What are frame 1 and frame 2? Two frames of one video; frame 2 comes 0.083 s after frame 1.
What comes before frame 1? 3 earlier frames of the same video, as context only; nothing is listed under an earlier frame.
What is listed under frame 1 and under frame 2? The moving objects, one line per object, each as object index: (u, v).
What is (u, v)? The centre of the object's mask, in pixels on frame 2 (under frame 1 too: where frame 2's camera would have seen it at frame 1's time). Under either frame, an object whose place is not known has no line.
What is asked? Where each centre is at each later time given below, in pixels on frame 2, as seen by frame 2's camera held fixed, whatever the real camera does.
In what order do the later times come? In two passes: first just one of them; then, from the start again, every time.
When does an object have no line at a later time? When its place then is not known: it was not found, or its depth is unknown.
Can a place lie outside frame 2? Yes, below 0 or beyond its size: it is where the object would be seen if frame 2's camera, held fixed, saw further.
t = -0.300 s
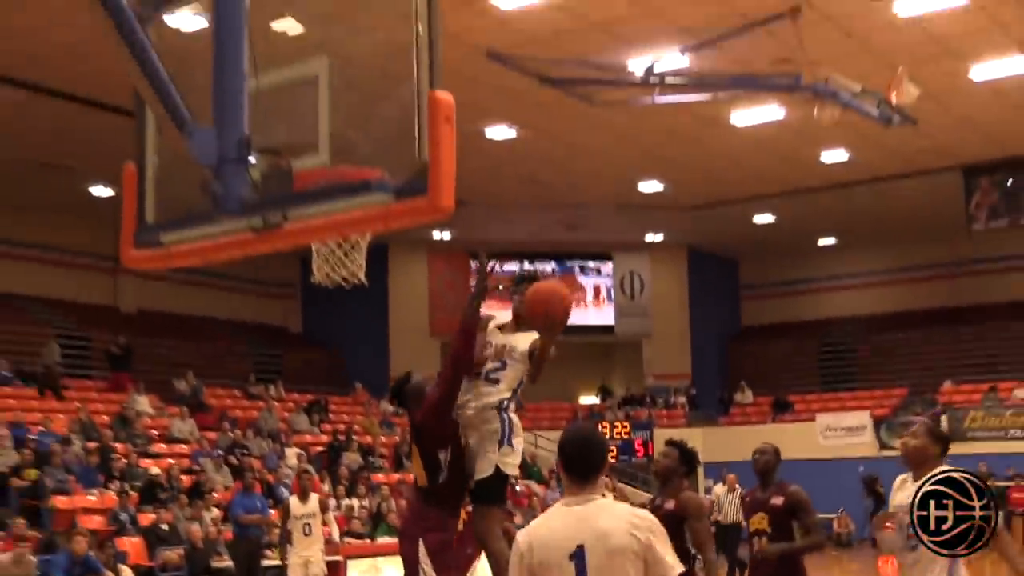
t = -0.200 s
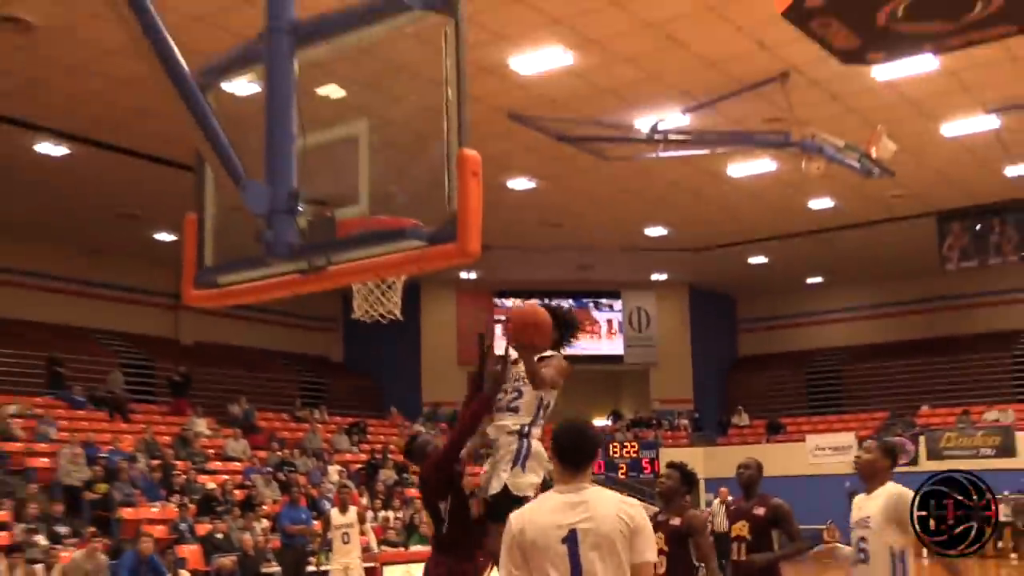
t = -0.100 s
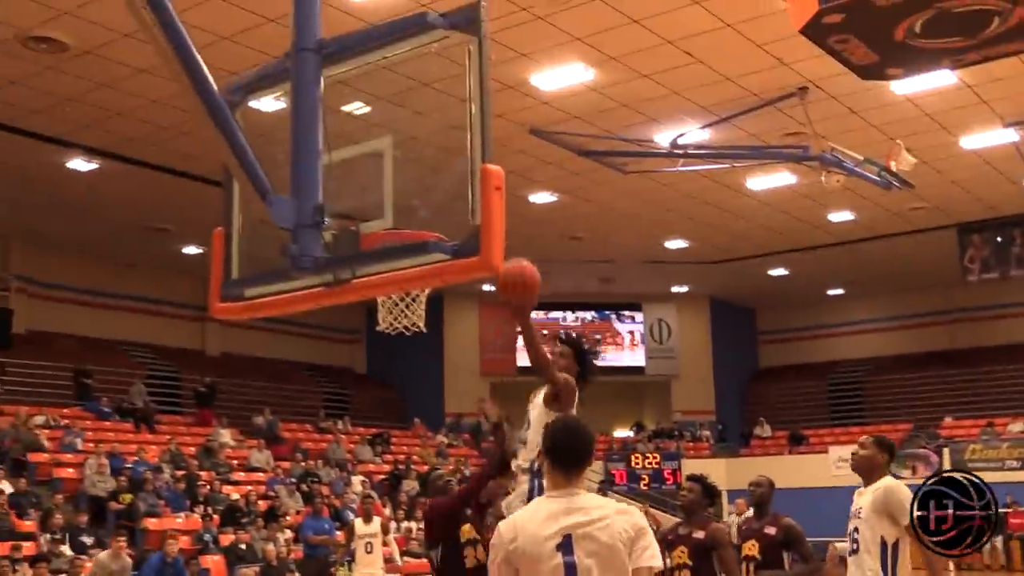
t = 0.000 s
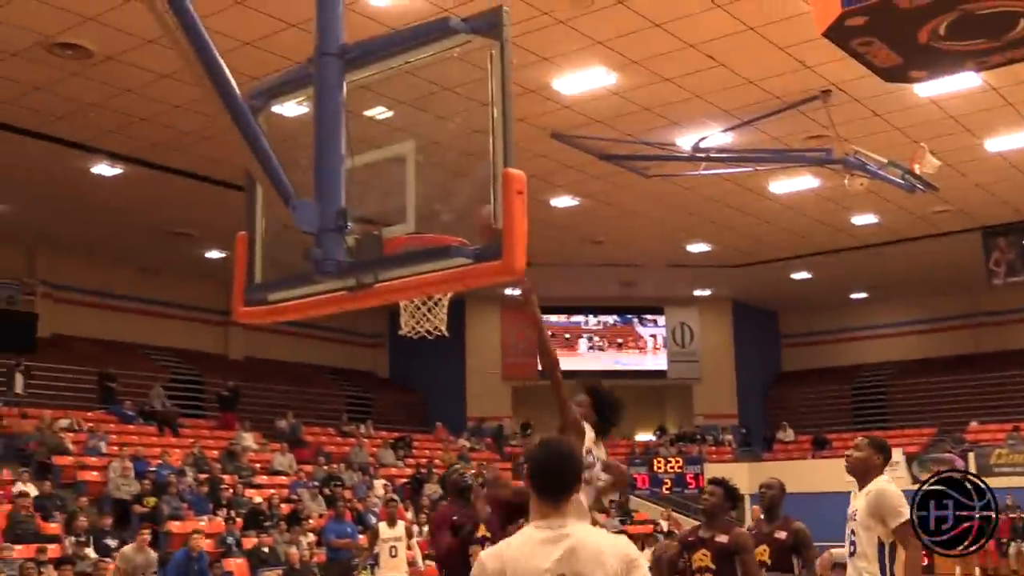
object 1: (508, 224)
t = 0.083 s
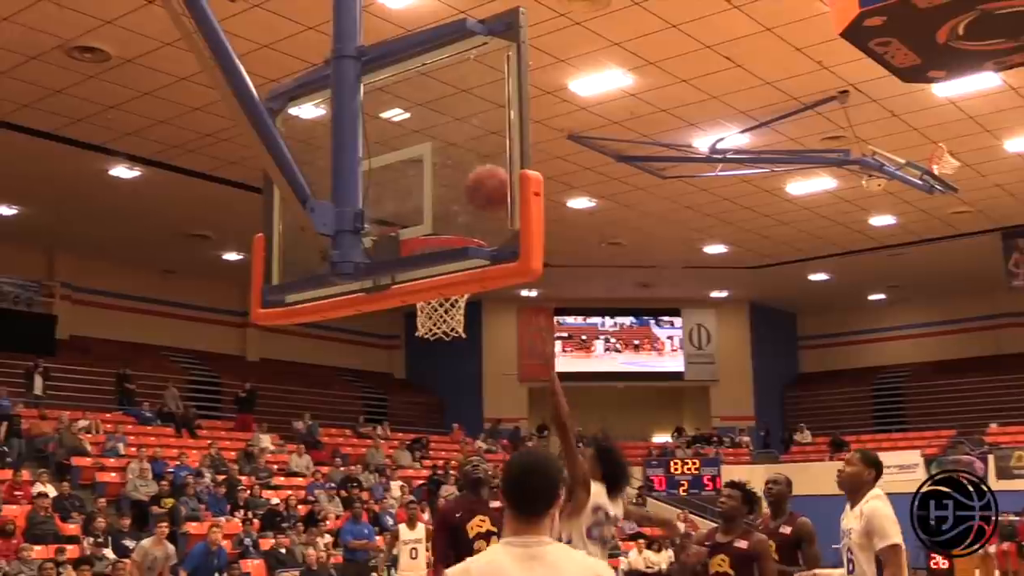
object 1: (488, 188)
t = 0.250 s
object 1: (436, 149)
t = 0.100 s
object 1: (483, 183)
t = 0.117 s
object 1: (475, 176)
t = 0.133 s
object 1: (468, 172)
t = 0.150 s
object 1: (461, 167)
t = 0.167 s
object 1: (455, 163)
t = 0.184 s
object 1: (451, 159)
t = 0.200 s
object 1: (445, 157)
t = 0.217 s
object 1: (441, 153)
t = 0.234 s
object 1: (436, 150)
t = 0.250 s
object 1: (436, 149)
